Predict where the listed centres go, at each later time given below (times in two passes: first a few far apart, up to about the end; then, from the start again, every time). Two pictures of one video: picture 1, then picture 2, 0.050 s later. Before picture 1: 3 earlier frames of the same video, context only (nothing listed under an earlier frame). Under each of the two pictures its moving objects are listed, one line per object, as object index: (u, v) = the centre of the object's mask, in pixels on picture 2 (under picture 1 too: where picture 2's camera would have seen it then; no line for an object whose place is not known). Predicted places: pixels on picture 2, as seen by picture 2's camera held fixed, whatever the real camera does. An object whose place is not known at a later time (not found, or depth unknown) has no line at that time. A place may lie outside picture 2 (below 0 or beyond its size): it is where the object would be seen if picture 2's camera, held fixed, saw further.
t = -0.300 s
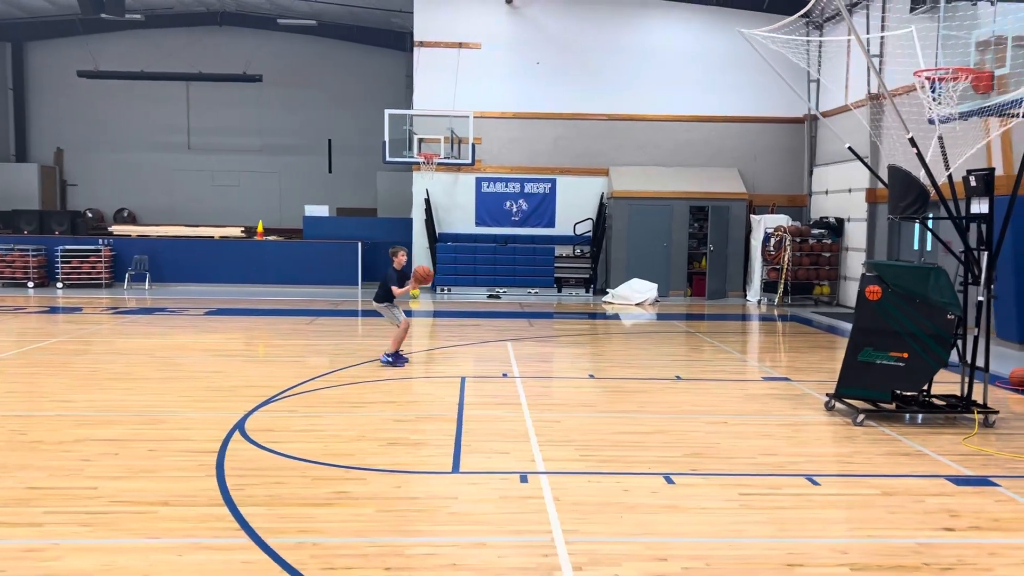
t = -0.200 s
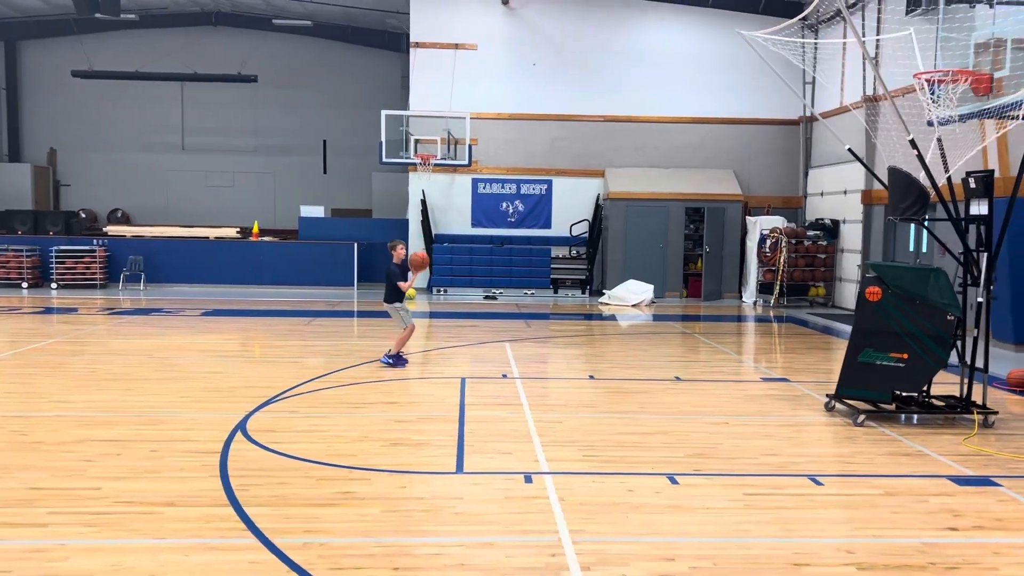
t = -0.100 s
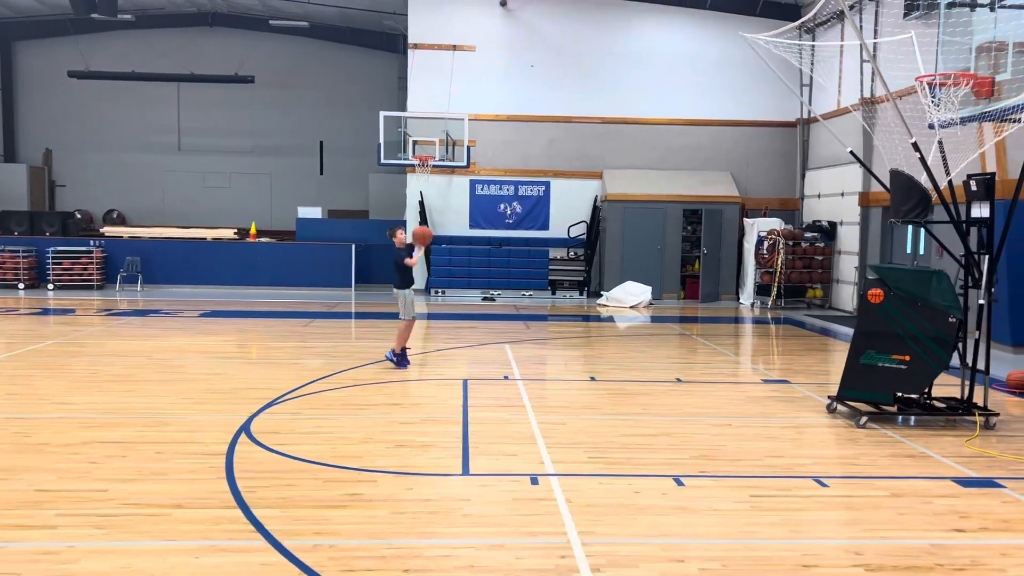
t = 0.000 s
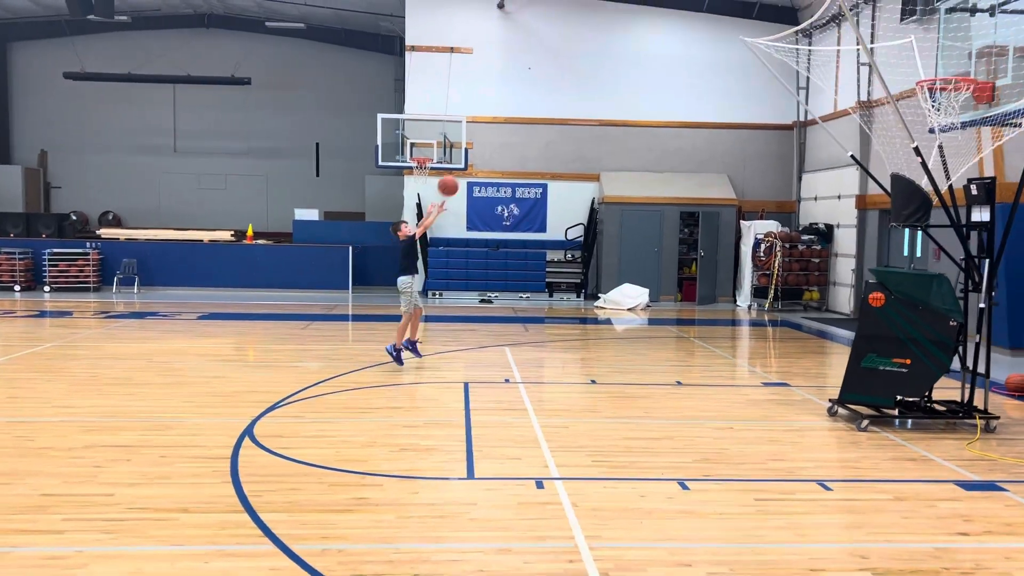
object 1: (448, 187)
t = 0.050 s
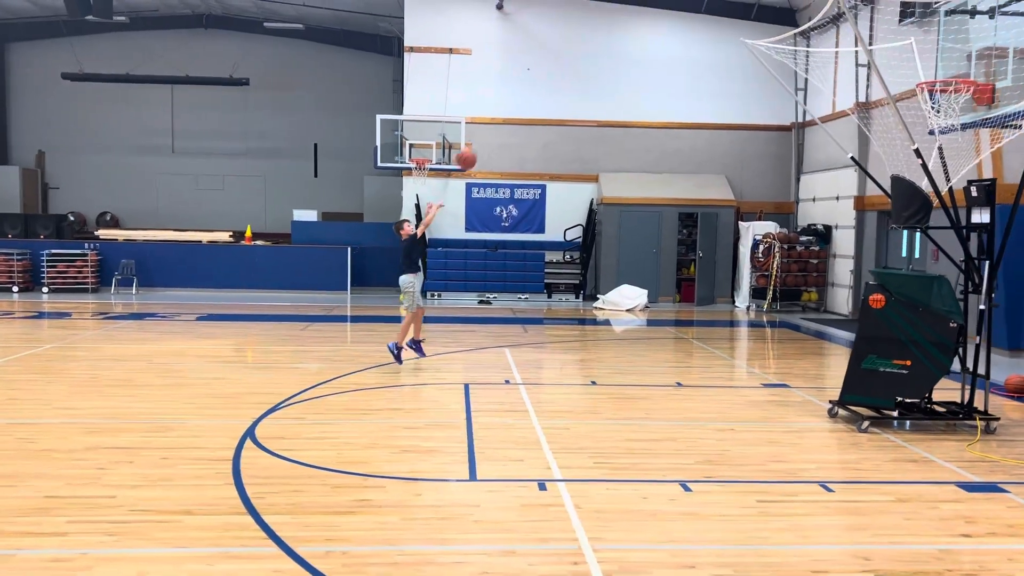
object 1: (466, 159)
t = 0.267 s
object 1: (550, 56)
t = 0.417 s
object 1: (609, 4)
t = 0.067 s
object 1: (473, 149)
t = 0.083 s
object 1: (479, 141)
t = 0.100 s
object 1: (485, 132)
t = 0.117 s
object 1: (491, 124)
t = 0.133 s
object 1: (498, 115)
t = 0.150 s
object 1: (504, 107)
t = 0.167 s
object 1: (511, 99)
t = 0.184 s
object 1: (517, 91)
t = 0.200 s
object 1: (524, 84)
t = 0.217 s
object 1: (530, 76)
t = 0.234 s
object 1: (537, 69)
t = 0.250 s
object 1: (543, 62)
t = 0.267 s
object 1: (550, 56)
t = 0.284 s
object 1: (556, 49)
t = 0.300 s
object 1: (563, 43)
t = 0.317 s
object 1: (570, 37)
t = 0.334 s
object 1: (576, 31)
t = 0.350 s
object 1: (583, 25)
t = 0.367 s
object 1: (589, 20)
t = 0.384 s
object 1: (596, 15)
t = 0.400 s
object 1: (602, 9)
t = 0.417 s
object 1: (609, 4)
